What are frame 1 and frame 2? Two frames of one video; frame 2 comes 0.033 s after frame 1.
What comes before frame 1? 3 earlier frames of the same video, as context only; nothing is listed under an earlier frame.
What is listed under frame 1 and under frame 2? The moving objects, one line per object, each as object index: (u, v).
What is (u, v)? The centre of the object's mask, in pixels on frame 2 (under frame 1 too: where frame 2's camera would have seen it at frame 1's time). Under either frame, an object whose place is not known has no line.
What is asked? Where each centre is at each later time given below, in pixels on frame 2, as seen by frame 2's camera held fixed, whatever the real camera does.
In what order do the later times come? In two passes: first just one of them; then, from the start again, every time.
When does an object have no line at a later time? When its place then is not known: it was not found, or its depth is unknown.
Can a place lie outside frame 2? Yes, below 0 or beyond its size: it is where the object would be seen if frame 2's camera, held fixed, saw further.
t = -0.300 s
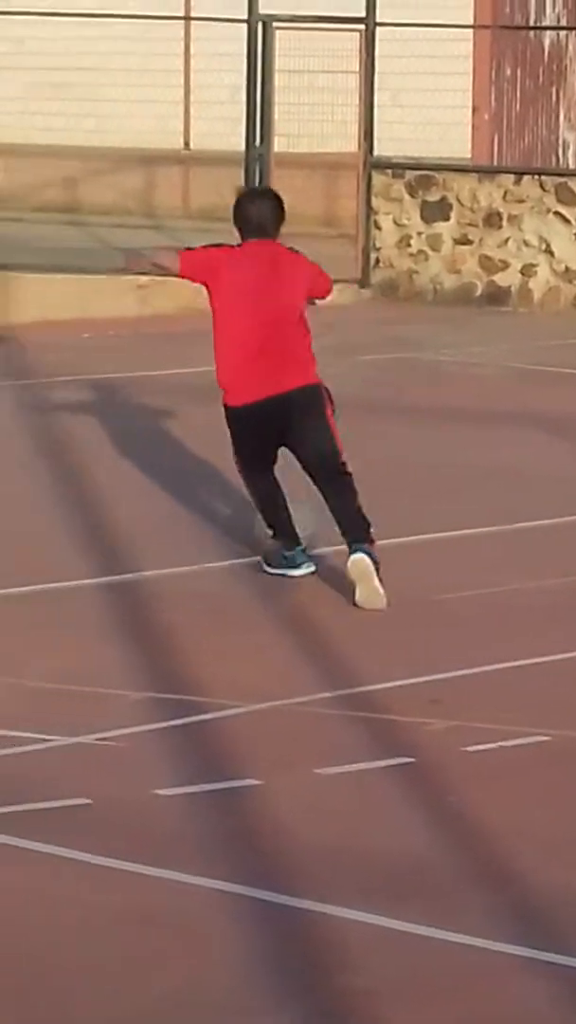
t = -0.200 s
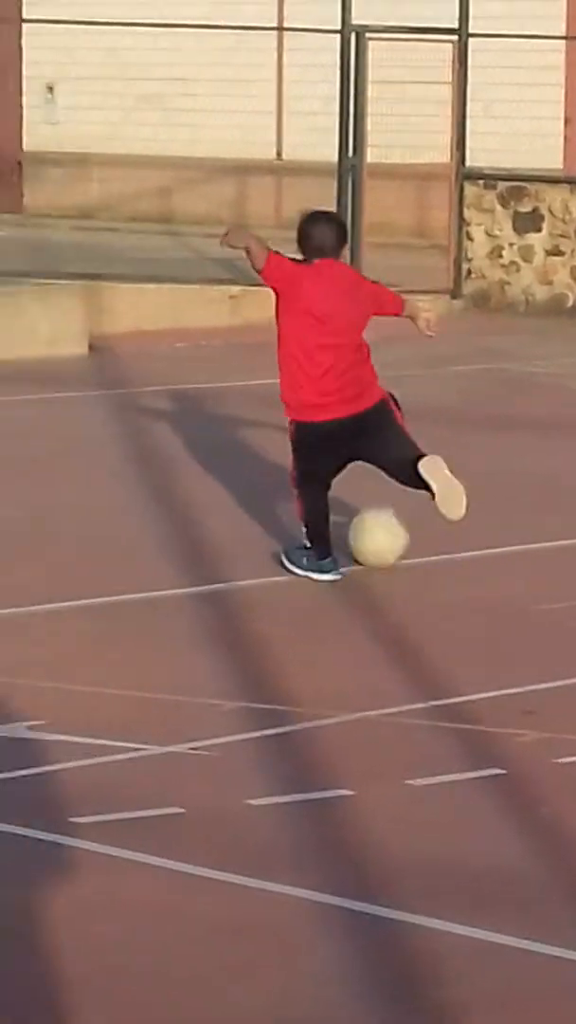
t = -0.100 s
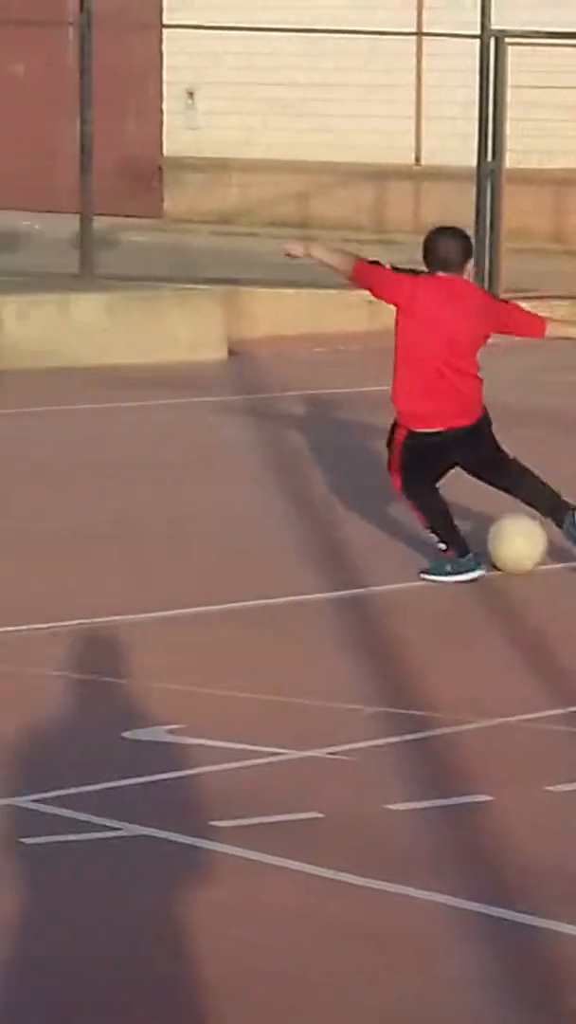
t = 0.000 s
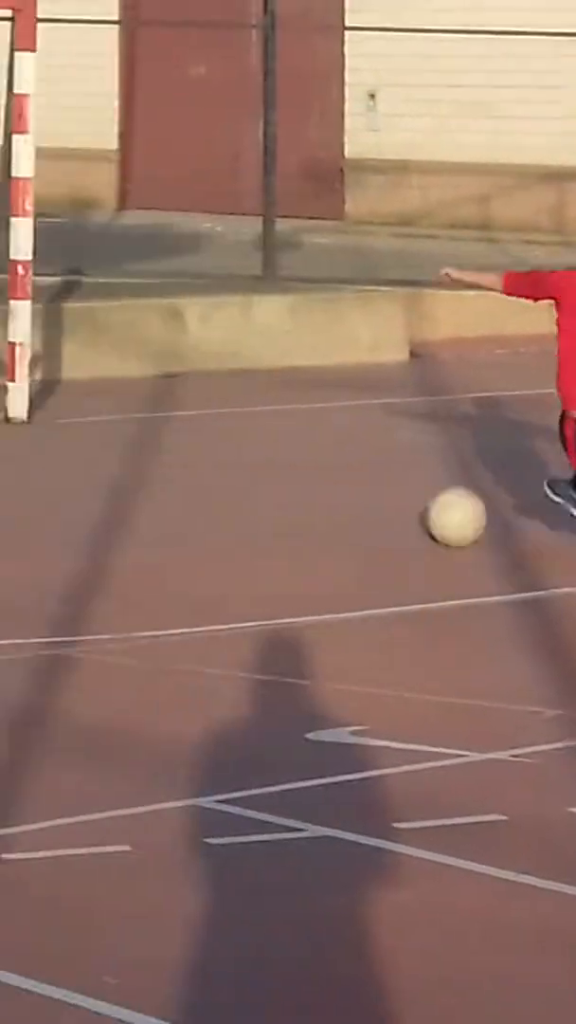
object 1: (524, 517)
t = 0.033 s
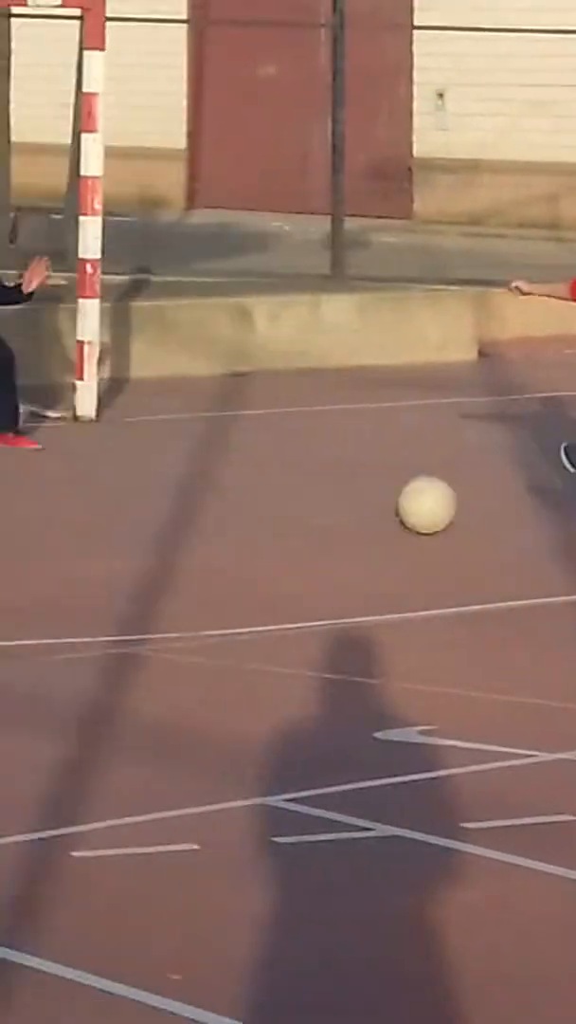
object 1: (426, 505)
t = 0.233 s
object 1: (-45, 452)
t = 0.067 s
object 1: (334, 495)
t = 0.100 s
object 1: (250, 482)
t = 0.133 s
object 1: (170, 471)
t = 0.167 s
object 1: (94, 465)
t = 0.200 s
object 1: (23, 460)
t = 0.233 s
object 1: (-45, 452)
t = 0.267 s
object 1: (-109, 444)
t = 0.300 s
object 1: (-169, 437)
